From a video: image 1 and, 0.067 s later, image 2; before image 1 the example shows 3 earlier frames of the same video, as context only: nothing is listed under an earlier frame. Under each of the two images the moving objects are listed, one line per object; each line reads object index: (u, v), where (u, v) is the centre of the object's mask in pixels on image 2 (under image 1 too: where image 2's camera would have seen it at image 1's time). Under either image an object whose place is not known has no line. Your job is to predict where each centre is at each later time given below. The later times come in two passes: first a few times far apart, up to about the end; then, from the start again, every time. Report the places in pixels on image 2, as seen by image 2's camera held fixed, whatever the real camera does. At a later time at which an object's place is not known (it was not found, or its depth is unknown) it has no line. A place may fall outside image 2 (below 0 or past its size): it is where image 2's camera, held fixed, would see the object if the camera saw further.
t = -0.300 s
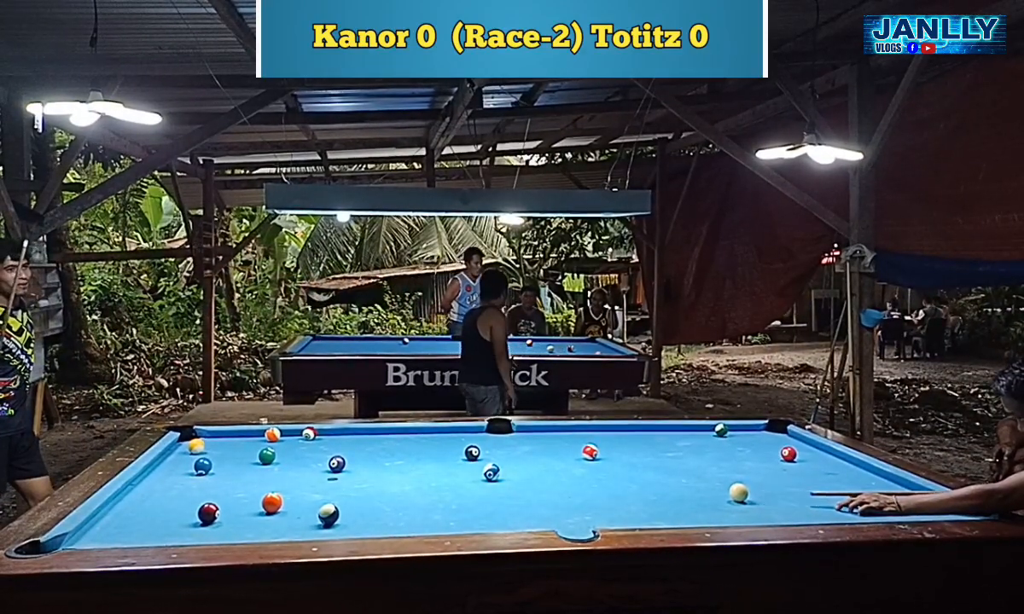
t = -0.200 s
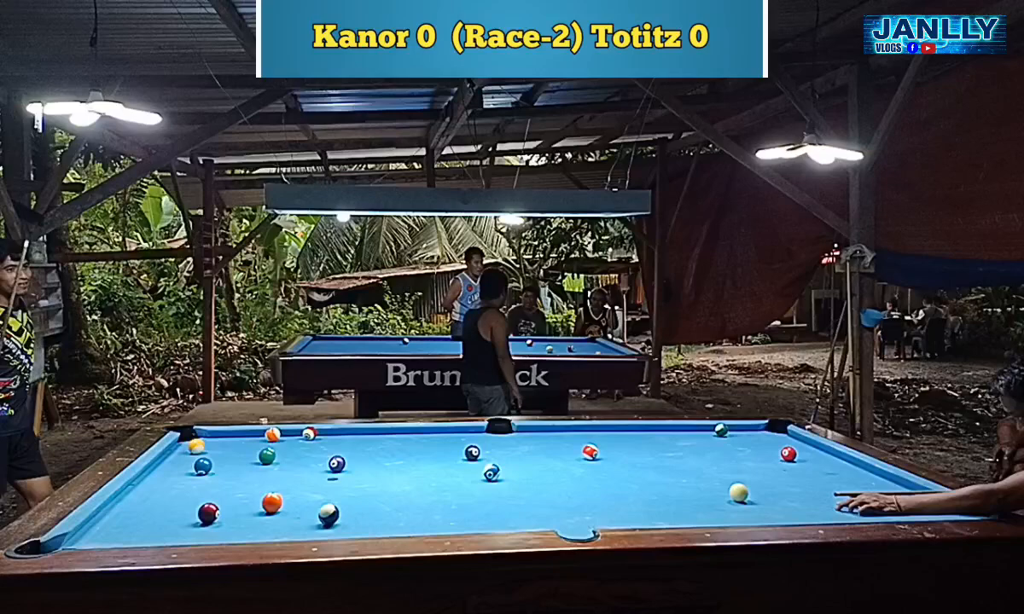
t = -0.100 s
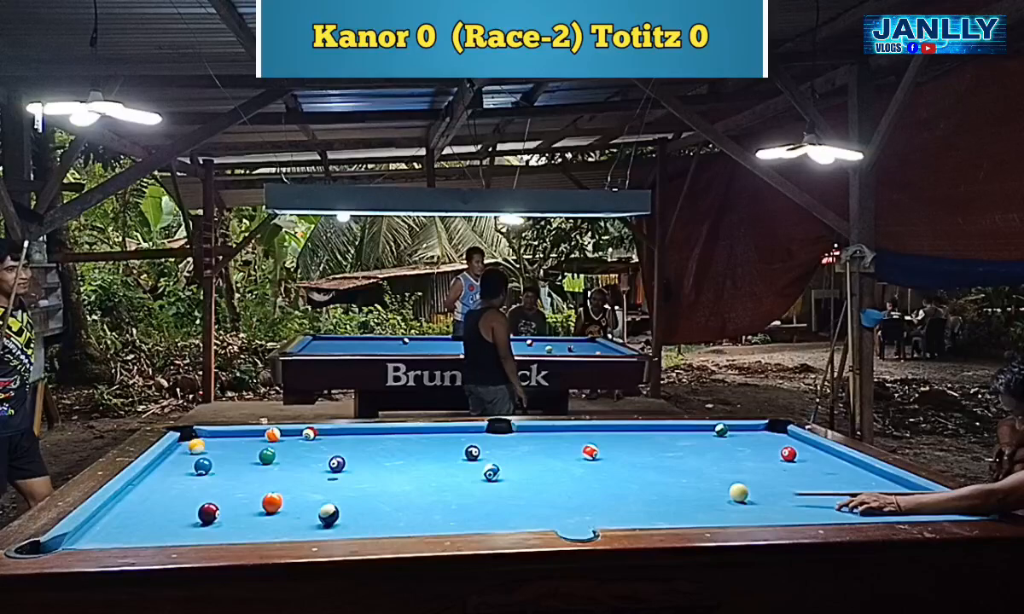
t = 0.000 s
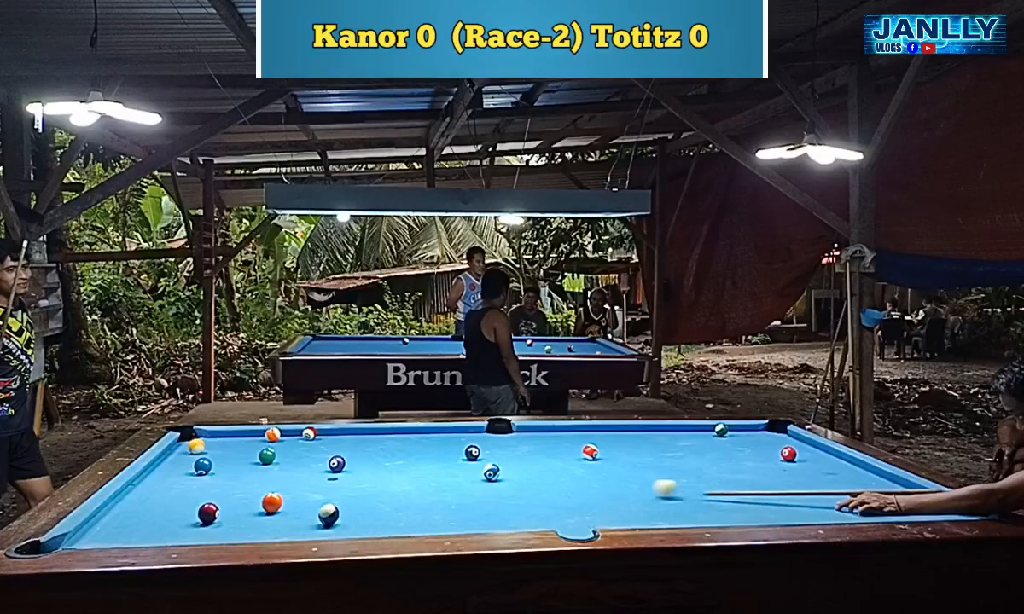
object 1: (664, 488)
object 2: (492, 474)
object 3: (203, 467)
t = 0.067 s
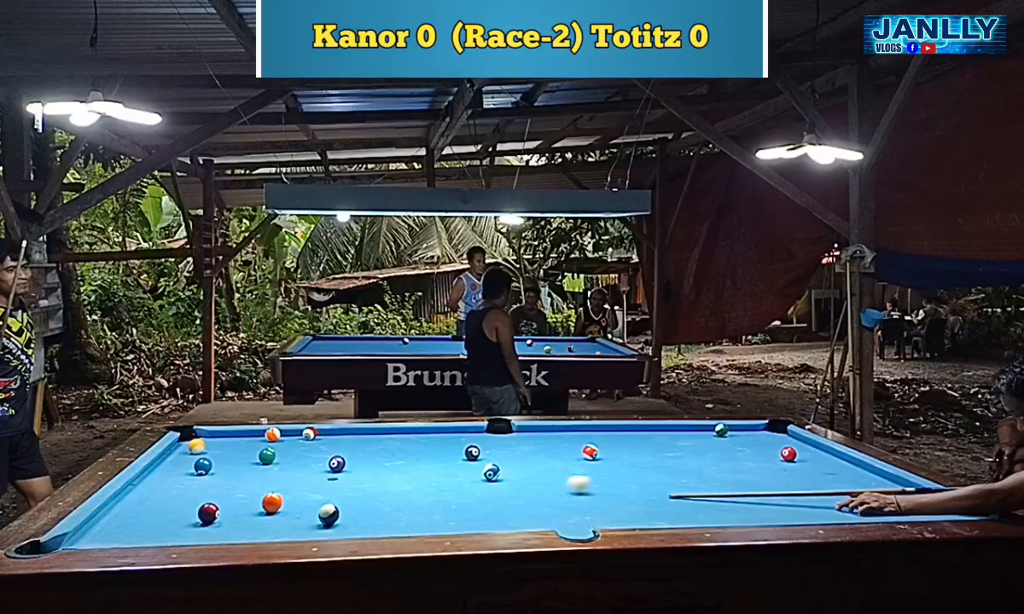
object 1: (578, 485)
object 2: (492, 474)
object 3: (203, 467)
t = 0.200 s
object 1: (421, 478)
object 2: (492, 473)
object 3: (203, 467)
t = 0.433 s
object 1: (187, 472)
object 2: (492, 473)
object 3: (202, 464)
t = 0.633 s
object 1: (221, 476)
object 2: (492, 473)
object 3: (182, 450)
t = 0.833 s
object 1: (301, 476)
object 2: (492, 474)
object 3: (186, 448)
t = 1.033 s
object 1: (376, 475)
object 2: (492, 474)
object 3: (202, 446)
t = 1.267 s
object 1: (458, 475)
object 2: (491, 474)
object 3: (217, 445)
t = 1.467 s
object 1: (500, 480)
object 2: (517, 469)
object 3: (231, 446)
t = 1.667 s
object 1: (534, 486)
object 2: (545, 464)
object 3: (244, 446)
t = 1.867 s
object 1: (570, 492)
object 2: (572, 458)
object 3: (256, 446)
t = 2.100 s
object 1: (613, 500)
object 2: (597, 457)
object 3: (271, 446)
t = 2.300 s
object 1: (650, 507)
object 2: (615, 457)
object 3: (281, 448)
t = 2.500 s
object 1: (688, 512)
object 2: (633, 457)
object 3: (290, 449)
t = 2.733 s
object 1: (730, 516)
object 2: (651, 458)
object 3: (300, 449)
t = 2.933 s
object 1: (745, 514)
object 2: (666, 458)
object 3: (307, 450)
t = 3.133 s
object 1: (758, 512)
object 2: (680, 459)
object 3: (313, 451)
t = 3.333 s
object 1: (770, 510)
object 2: (693, 459)
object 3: (318, 451)
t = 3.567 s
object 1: (783, 506)
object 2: (707, 459)
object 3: (323, 451)
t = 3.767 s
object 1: (793, 504)
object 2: (718, 459)
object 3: (326, 451)
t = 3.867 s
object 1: (797, 503)
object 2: (723, 459)
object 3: (327, 451)
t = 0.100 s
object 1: (538, 483)
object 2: (492, 474)
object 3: (203, 467)
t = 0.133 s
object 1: (497, 480)
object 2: (491, 469)
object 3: (203, 467)
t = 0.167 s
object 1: (459, 479)
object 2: (492, 473)
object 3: (203, 467)
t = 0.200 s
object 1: (421, 478)
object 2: (492, 473)
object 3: (203, 467)
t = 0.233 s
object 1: (385, 476)
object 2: (492, 473)
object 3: (203, 467)
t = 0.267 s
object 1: (350, 474)
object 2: (492, 473)
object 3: (203, 467)
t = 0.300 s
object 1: (315, 474)
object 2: (492, 473)
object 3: (203, 467)
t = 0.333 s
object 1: (281, 472)
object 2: (492, 473)
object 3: (203, 467)
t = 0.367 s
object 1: (247, 471)
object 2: (492, 473)
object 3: (203, 467)
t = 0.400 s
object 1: (216, 470)
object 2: (492, 473)
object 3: (201, 466)
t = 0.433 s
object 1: (187, 472)
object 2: (492, 473)
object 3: (202, 464)
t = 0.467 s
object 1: (158, 474)
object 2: (492, 473)
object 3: (198, 461)
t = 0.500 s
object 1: (153, 476)
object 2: (492, 473)
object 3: (196, 458)
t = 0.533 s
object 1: (172, 476)
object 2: (492, 473)
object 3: (193, 455)
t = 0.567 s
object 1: (190, 476)
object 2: (492, 473)
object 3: (191, 452)
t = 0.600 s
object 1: (206, 476)
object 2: (492, 473)
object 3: (187, 451)
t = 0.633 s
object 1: (221, 476)
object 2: (492, 473)
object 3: (182, 450)
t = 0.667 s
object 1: (236, 476)
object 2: (492, 474)
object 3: (177, 450)
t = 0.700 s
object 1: (249, 476)
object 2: (492, 473)
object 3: (175, 450)
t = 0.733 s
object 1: (262, 476)
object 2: (492, 474)
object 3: (179, 449)
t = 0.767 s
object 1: (276, 476)
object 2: (492, 474)
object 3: (181, 449)
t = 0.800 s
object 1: (288, 476)
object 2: (492, 474)
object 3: (183, 448)
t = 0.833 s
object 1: (301, 476)
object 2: (492, 474)
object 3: (186, 448)
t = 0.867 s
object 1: (314, 476)
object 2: (492, 474)
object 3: (189, 448)
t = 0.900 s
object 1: (326, 475)
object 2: (492, 474)
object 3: (191, 448)
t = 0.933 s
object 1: (339, 475)
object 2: (492, 474)
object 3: (194, 447)
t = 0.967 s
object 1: (351, 475)
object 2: (492, 474)
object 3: (196, 447)
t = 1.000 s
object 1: (363, 475)
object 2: (492, 474)
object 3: (199, 447)
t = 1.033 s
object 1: (376, 475)
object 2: (492, 474)
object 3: (202, 446)
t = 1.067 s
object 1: (387, 475)
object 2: (492, 474)
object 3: (204, 446)
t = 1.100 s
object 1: (399, 475)
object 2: (492, 474)
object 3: (206, 446)
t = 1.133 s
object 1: (412, 475)
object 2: (492, 474)
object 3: (208, 446)
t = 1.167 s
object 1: (424, 475)
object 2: (492, 474)
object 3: (210, 445)
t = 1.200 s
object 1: (435, 475)
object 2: (492, 474)
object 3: (213, 445)
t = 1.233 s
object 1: (447, 475)
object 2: (492, 474)
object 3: (215, 445)
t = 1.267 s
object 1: (458, 475)
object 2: (491, 474)
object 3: (217, 445)
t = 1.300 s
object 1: (470, 475)
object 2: (491, 473)
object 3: (220, 445)
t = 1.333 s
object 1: (479, 475)
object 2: (495, 473)
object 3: (223, 445)
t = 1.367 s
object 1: (483, 476)
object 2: (500, 472)
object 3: (225, 445)
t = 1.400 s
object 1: (488, 478)
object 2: (507, 471)
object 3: (227, 445)
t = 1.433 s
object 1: (494, 479)
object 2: (512, 469)
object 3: (229, 445)
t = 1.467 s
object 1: (500, 480)
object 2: (517, 469)
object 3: (231, 446)
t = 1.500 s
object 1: (506, 481)
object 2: (523, 468)
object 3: (234, 446)
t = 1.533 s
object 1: (511, 482)
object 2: (527, 467)
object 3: (236, 446)
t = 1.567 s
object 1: (517, 483)
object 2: (532, 465)
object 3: (238, 446)
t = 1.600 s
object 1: (523, 484)
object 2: (537, 465)
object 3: (240, 446)
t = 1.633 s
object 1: (529, 485)
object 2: (541, 465)
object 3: (242, 446)
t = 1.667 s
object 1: (534, 486)
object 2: (545, 464)
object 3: (244, 446)
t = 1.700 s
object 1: (540, 487)
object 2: (550, 463)
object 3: (247, 446)
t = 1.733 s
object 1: (546, 488)
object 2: (555, 462)
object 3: (249, 447)
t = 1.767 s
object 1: (552, 489)
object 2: (559, 462)
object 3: (251, 446)
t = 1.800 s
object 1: (558, 490)
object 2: (563, 461)
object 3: (253, 447)
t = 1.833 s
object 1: (564, 491)
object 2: (567, 460)
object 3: (254, 447)
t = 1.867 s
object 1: (570, 492)
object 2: (572, 458)
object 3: (256, 446)
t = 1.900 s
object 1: (576, 494)
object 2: (576, 459)
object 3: (258, 446)
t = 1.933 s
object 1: (583, 495)
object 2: (579, 458)
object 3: (260, 446)
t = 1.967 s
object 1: (589, 496)
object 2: (584, 457)
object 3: (262, 445)
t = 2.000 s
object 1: (595, 497)
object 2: (588, 456)
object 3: (264, 445)
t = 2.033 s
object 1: (601, 498)
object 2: (591, 456)
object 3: (266, 445)
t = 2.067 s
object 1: (607, 499)
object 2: (594, 457)
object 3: (269, 445)
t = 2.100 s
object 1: (613, 500)
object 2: (597, 457)
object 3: (271, 446)
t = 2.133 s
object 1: (619, 501)
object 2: (600, 457)
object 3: (273, 446)
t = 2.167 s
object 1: (626, 503)
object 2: (604, 457)
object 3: (275, 447)
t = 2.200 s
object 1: (632, 504)
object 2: (606, 457)
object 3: (277, 448)
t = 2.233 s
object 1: (638, 505)
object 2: (609, 457)
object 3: (278, 448)
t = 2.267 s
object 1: (644, 506)
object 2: (612, 457)
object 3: (280, 448)
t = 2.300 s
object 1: (650, 507)
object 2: (615, 457)
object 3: (281, 448)
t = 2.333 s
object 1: (657, 508)
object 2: (618, 457)
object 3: (283, 449)
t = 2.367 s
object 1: (663, 509)
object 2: (621, 457)
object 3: (284, 448)
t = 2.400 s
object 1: (669, 510)
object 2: (624, 457)
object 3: (286, 449)
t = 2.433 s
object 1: (676, 511)
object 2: (627, 458)
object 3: (287, 449)
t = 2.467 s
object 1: (682, 512)
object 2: (629, 458)
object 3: (289, 449)
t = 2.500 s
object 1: (688, 512)
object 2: (633, 457)
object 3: (290, 449)
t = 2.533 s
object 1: (695, 513)
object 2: (635, 457)
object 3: (292, 449)
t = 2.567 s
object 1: (701, 513)
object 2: (638, 457)
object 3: (293, 449)
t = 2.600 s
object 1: (707, 514)
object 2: (641, 458)
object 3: (295, 449)
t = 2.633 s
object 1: (714, 515)
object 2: (643, 458)
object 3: (296, 449)
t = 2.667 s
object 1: (720, 516)
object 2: (646, 458)
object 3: (297, 449)
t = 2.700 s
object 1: (726, 516)
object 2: (648, 458)
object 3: (298, 449)
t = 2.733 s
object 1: (730, 516)
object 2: (651, 458)
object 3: (300, 449)
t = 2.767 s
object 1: (733, 516)
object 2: (653, 458)
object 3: (301, 449)
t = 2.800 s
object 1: (735, 515)
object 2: (656, 458)
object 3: (302, 450)
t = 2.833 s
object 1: (738, 515)
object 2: (658, 458)
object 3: (303, 450)
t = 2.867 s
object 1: (740, 514)
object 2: (661, 458)
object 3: (304, 450)
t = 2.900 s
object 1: (742, 514)
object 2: (664, 458)
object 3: (306, 450)
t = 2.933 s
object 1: (745, 514)
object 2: (666, 458)
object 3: (307, 450)
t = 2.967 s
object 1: (747, 513)
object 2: (669, 458)
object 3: (308, 450)
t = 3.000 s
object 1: (749, 513)
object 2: (671, 458)
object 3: (309, 450)
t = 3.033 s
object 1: (752, 513)
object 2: (674, 459)
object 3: (310, 450)
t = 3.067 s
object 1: (754, 512)
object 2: (676, 459)
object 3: (311, 450)
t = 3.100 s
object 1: (756, 512)
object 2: (678, 459)
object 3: (312, 450)
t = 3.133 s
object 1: (758, 512)
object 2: (680, 459)
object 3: (313, 451)
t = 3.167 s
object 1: (760, 511)
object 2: (682, 459)
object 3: (314, 451)
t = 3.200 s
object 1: (762, 511)
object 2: (684, 459)
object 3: (315, 451)
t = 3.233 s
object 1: (764, 511)
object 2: (687, 459)
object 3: (316, 451)
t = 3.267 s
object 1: (766, 510)
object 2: (689, 459)
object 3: (317, 451)
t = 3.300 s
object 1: (768, 510)
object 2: (691, 459)
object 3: (318, 451)
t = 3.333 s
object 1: (770, 510)
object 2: (693, 459)
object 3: (318, 451)
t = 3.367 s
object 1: (772, 509)
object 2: (695, 459)
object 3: (319, 451)
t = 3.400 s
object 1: (774, 509)
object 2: (697, 459)
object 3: (320, 451)
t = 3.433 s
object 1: (776, 508)
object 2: (699, 459)
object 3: (320, 451)
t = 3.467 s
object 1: (778, 508)
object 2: (701, 459)
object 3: (321, 451)
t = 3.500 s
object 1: (780, 507)
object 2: (703, 459)
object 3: (322, 451)
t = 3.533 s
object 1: (782, 507)
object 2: (705, 458)
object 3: (322, 451)
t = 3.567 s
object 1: (783, 506)
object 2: (707, 459)
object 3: (323, 451)
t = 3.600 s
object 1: (785, 506)
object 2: (709, 459)
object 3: (323, 451)
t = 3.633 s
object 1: (787, 506)
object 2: (711, 459)
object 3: (324, 451)
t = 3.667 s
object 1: (788, 505)
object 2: (713, 459)
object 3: (324, 451)
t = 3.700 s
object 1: (790, 505)
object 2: (714, 459)
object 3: (325, 451)
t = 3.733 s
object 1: (791, 505)
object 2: (716, 459)
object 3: (325, 451)
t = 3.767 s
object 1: (793, 504)
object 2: (718, 459)
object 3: (326, 451)
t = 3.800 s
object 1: (795, 504)
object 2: (720, 459)
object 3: (326, 451)
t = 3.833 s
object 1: (796, 503)
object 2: (722, 460)
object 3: (326, 451)
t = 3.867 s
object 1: (797, 503)
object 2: (723, 459)
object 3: (327, 451)
